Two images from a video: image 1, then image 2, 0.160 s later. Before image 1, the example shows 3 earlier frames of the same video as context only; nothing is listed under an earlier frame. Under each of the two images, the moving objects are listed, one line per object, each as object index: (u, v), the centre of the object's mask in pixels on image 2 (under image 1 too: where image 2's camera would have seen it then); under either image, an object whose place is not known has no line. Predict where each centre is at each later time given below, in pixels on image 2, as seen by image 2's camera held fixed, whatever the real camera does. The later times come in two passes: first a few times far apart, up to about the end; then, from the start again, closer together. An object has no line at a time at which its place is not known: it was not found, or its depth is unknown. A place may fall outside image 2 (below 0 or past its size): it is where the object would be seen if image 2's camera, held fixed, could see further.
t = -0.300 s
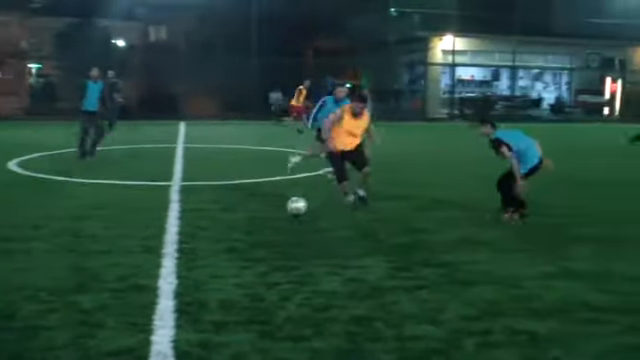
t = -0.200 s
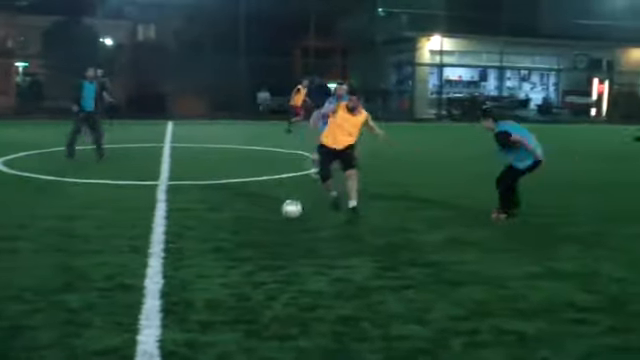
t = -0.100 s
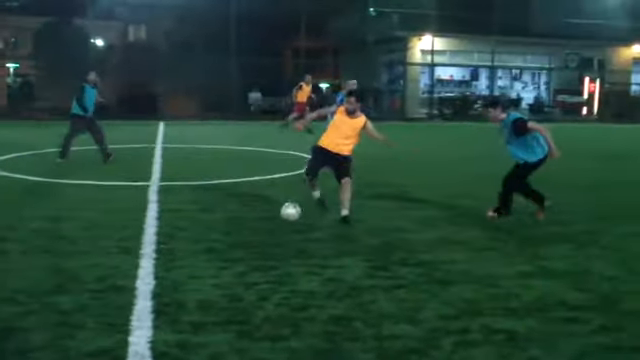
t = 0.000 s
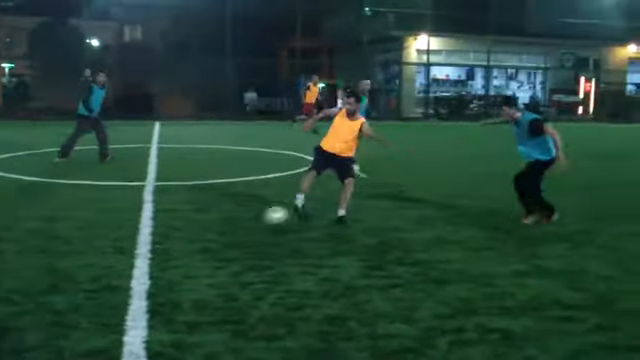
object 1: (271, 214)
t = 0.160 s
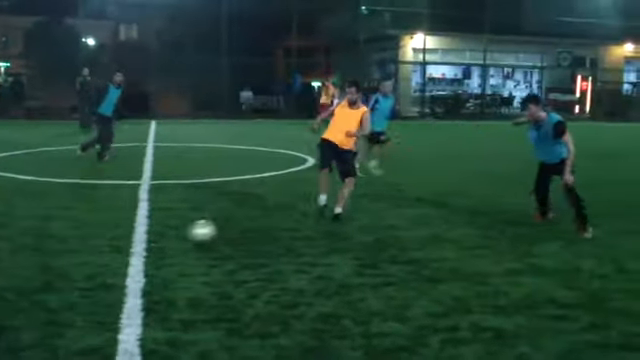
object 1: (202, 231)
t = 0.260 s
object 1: (156, 241)
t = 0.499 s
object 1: (43, 270)
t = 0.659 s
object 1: (-33, 290)
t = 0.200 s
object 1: (184, 233)
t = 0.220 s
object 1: (175, 236)
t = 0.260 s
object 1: (156, 241)
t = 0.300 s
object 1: (136, 247)
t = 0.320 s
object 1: (128, 248)
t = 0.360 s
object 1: (110, 251)
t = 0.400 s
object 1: (90, 256)
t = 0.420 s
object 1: (80, 259)
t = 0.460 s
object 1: (62, 263)
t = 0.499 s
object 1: (43, 270)
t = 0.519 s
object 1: (34, 273)
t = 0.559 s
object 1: (16, 276)
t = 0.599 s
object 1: (-3, 282)
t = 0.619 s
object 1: (-13, 285)
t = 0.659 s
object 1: (-33, 290)
